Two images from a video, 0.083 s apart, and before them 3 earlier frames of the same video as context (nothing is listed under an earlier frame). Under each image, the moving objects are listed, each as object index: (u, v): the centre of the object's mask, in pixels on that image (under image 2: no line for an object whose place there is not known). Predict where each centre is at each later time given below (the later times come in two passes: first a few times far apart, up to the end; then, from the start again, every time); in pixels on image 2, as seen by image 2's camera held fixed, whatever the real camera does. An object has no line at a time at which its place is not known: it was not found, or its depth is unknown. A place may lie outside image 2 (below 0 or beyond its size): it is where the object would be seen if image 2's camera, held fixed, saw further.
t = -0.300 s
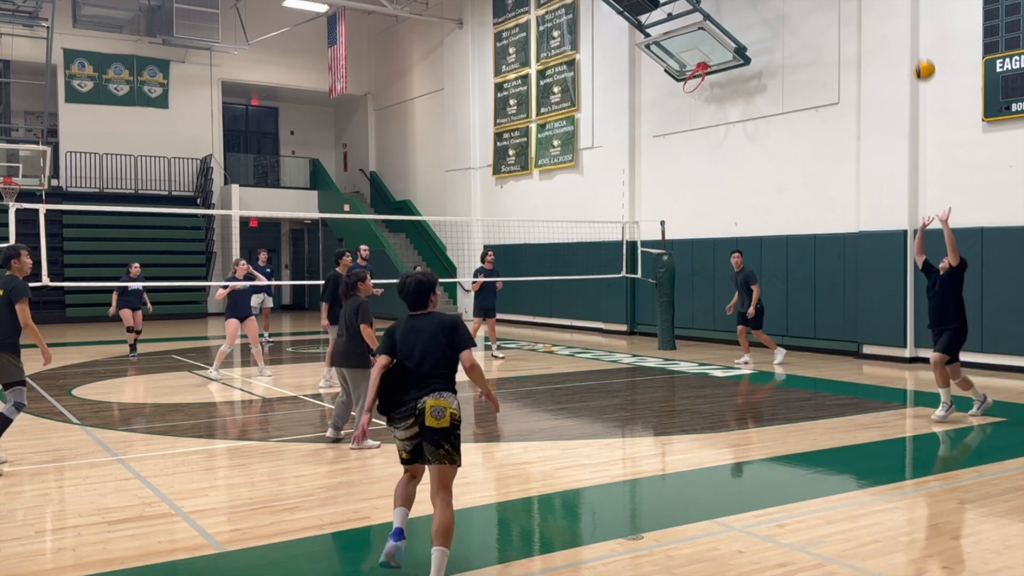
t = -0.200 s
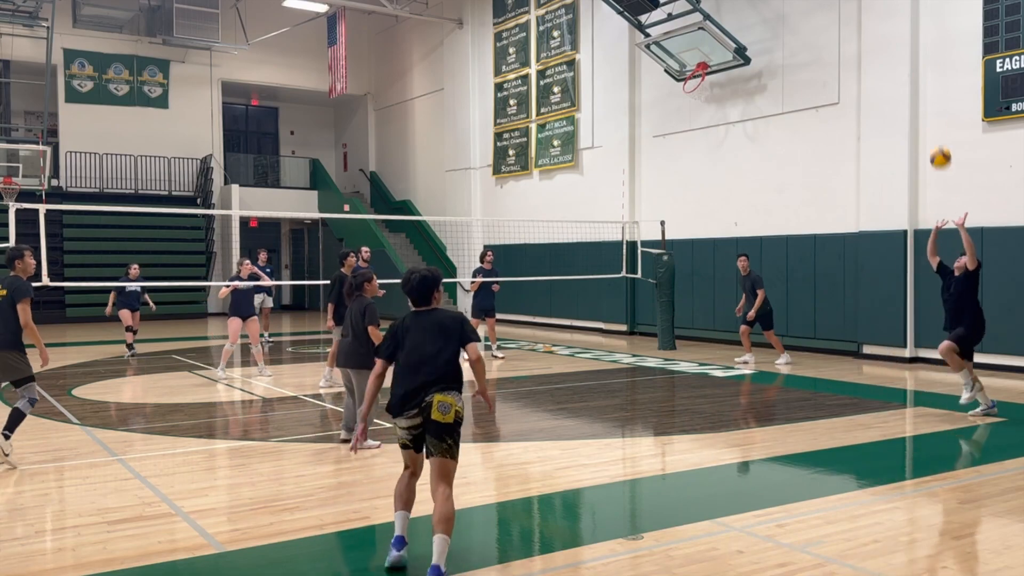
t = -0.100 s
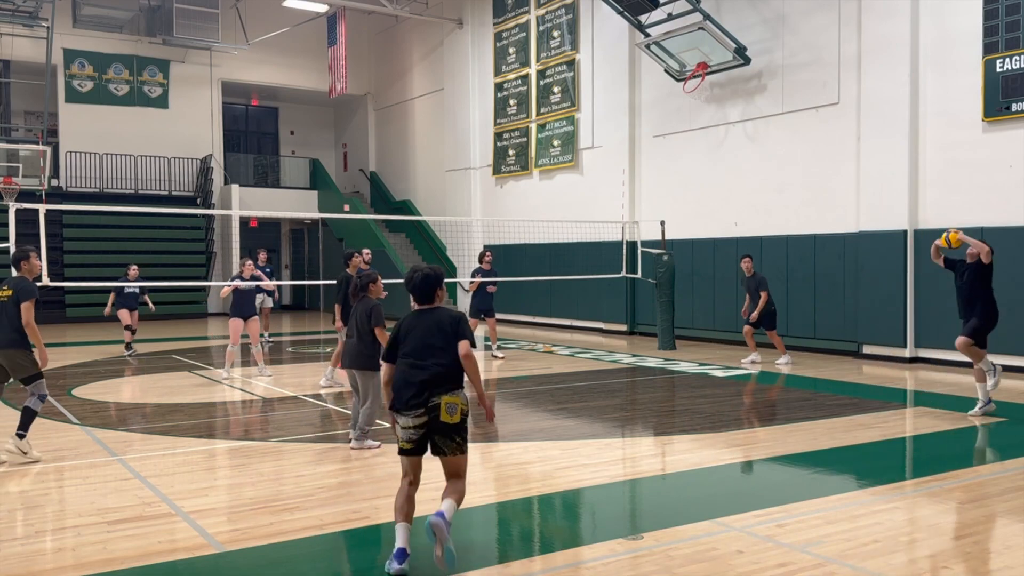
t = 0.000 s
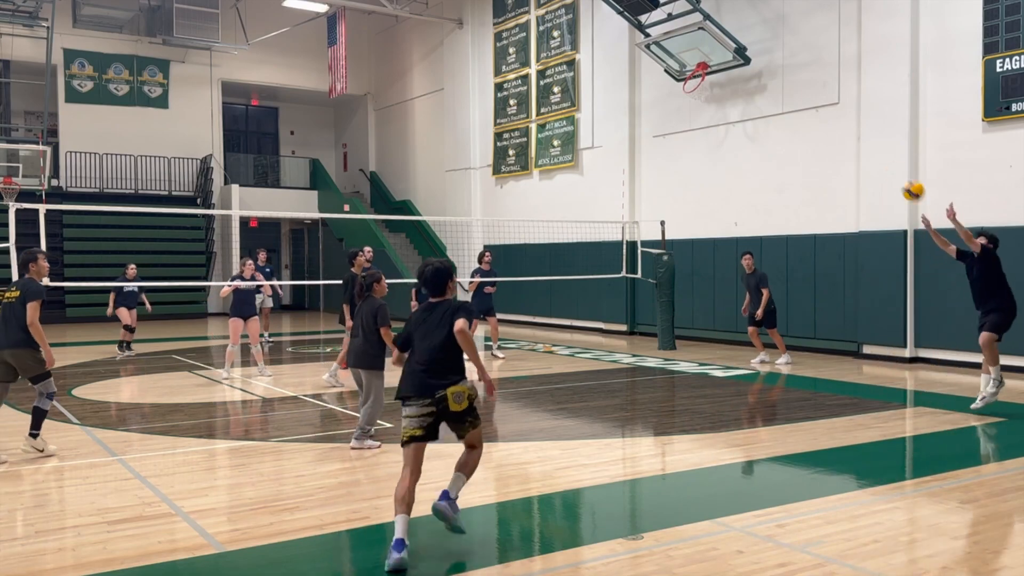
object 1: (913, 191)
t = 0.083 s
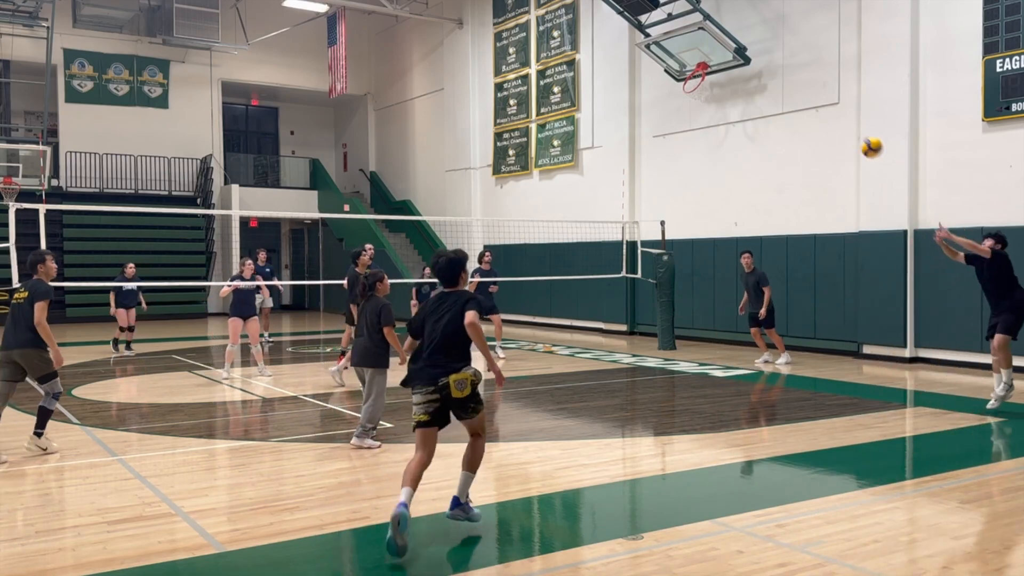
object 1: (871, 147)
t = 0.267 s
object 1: (783, 79)
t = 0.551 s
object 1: (655, 42)
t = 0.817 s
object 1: (544, 76)
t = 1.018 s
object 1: (470, 141)
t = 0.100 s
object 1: (863, 140)
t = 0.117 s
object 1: (855, 132)
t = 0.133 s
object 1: (846, 124)
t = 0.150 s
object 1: (839, 118)
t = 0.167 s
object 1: (830, 111)
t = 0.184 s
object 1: (822, 105)
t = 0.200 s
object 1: (814, 99)
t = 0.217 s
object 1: (806, 94)
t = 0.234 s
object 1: (798, 89)
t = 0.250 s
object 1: (790, 84)
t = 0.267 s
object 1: (783, 79)
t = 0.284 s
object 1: (775, 75)
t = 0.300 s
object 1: (767, 70)
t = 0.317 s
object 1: (759, 66)
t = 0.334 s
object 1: (752, 63)
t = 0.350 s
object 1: (744, 59)
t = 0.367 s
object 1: (737, 57)
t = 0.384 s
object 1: (729, 54)
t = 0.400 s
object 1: (721, 52)
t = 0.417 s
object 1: (713, 50)
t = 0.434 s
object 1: (706, 48)
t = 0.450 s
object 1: (699, 46)
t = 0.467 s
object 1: (692, 45)
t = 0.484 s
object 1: (684, 44)
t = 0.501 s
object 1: (677, 43)
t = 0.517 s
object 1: (670, 42)
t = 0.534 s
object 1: (663, 42)
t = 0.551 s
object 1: (655, 42)
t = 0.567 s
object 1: (648, 43)
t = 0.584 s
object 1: (641, 43)
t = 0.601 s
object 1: (634, 44)
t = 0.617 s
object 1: (627, 45)
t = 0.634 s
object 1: (620, 46)
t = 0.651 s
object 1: (613, 48)
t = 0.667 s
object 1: (606, 49)
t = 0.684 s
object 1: (599, 51)
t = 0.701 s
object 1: (592, 53)
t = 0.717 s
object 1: (586, 56)
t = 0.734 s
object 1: (578, 59)
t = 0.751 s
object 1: (572, 61)
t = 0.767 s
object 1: (565, 65)
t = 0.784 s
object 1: (558, 69)
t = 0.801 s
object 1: (551, 72)
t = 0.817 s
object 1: (544, 76)
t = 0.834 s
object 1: (537, 80)
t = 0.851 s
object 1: (531, 85)
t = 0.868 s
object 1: (525, 90)
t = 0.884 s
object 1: (519, 94)
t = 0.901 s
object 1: (512, 99)
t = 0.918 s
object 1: (506, 104)
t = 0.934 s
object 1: (500, 110)
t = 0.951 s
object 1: (494, 116)
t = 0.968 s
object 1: (488, 122)
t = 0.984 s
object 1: (482, 128)
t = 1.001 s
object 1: (476, 134)
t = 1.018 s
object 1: (470, 141)
